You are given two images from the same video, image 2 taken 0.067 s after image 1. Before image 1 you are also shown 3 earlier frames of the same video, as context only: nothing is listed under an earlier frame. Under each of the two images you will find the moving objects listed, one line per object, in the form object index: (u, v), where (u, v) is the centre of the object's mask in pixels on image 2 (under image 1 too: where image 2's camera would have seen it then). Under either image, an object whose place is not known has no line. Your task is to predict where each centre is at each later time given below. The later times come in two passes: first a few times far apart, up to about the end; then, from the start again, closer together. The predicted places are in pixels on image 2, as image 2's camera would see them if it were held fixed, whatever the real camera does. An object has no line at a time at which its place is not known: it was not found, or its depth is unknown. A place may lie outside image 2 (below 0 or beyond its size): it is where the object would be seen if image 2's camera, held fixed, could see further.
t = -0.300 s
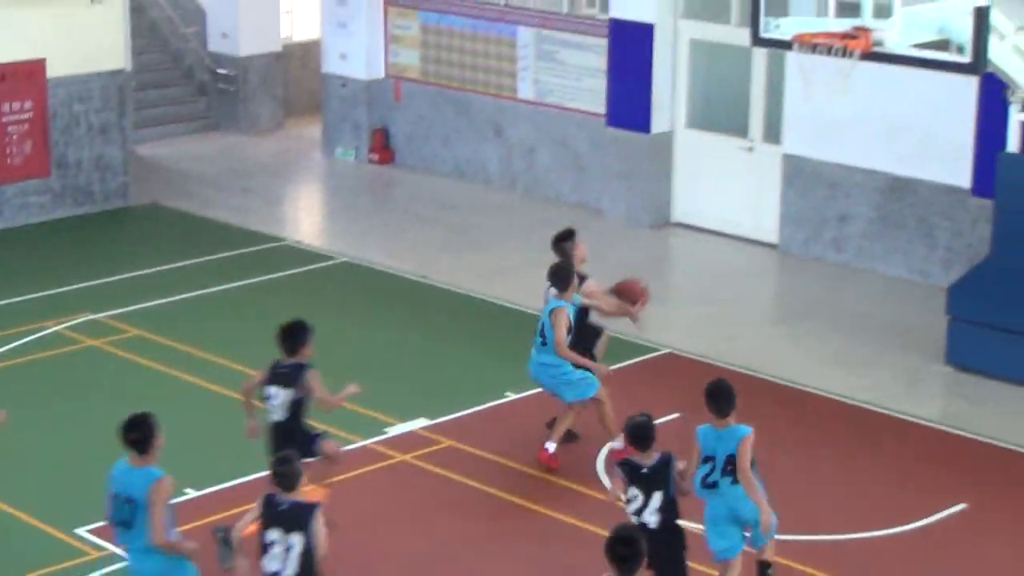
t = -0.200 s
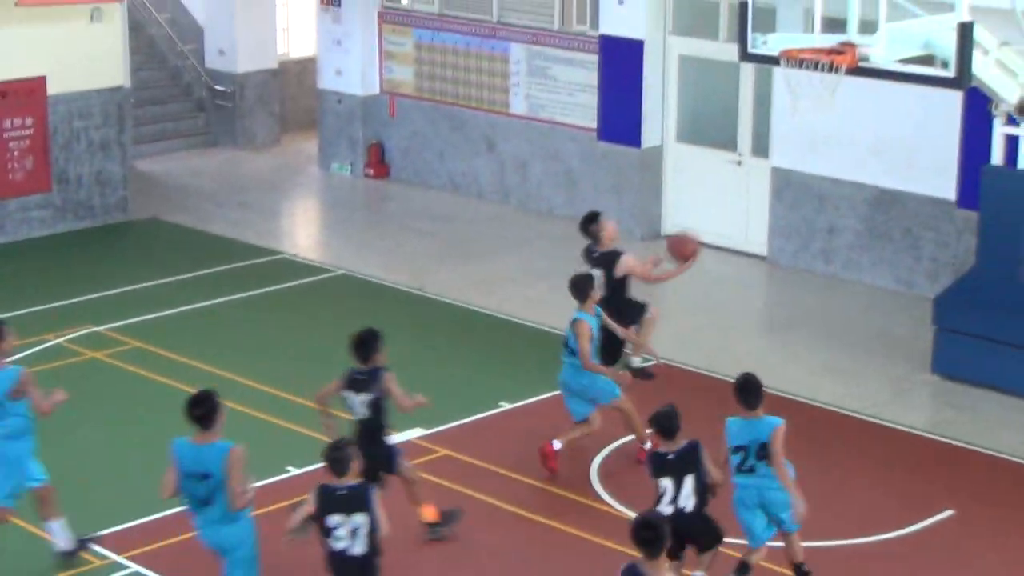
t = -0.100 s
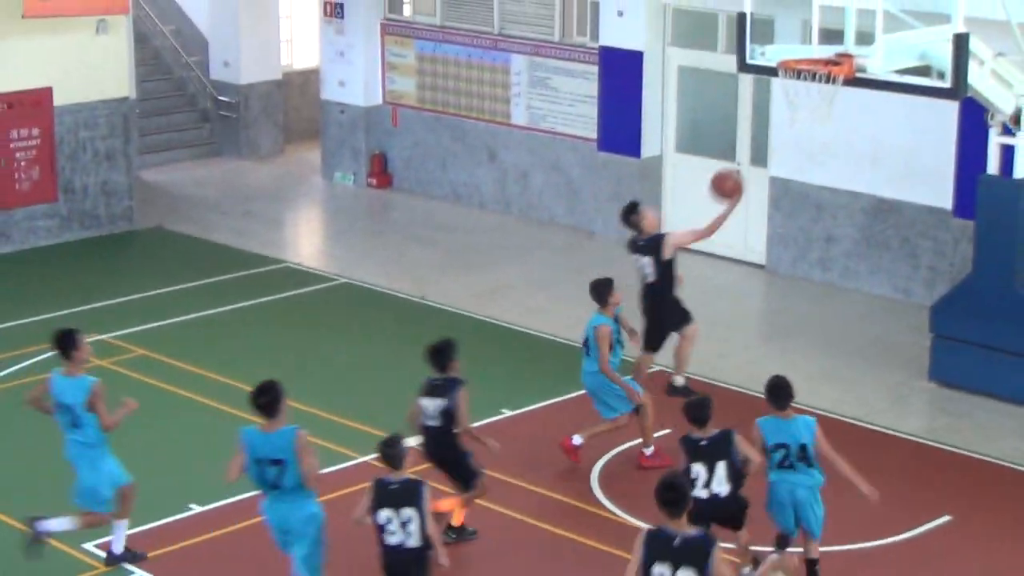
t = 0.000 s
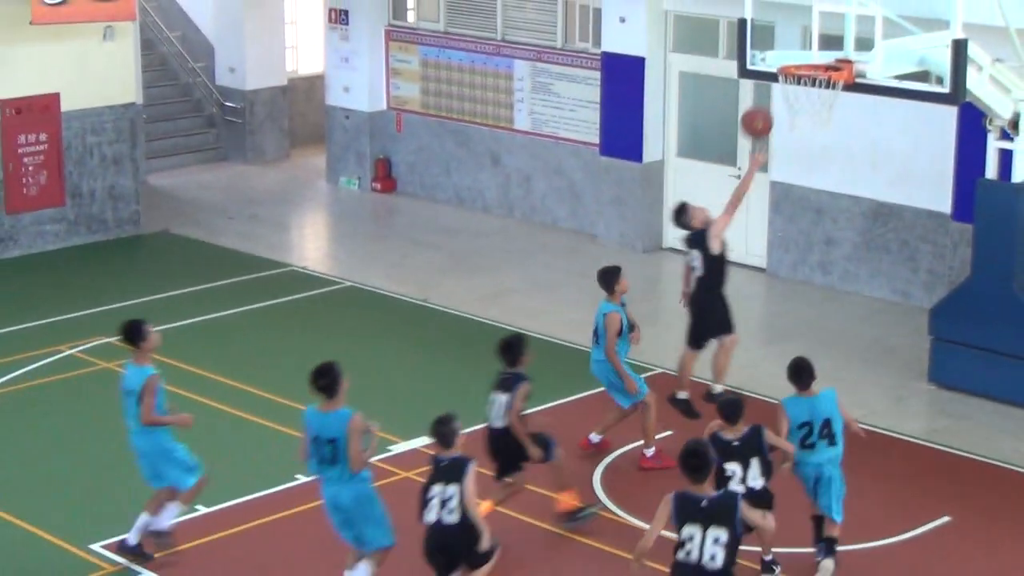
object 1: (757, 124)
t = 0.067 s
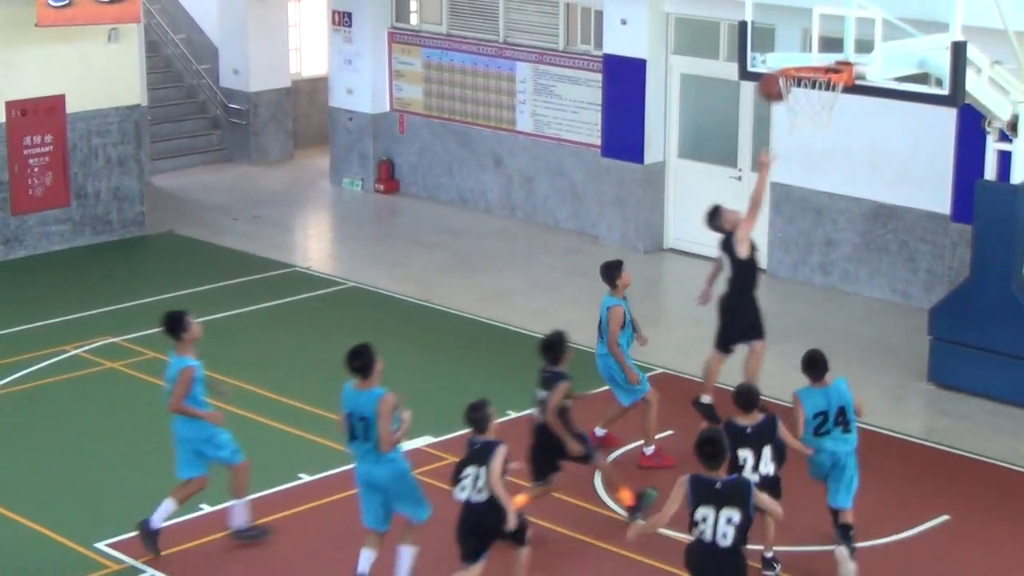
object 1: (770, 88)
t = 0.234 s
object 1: (797, 30)
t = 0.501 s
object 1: (779, 51)
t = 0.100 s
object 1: (781, 65)
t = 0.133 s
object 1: (792, 53)
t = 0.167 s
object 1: (801, 41)
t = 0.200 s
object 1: (800, 35)
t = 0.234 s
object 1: (797, 30)
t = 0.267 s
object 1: (795, 27)
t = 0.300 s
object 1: (793, 26)
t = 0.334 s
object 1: (791, 26)
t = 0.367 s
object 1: (789, 28)
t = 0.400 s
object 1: (787, 31)
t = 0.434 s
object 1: (784, 36)
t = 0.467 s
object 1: (782, 42)
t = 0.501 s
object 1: (779, 51)
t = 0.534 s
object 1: (778, 54)
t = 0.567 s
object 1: (777, 52)
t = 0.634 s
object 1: (775, 53)
